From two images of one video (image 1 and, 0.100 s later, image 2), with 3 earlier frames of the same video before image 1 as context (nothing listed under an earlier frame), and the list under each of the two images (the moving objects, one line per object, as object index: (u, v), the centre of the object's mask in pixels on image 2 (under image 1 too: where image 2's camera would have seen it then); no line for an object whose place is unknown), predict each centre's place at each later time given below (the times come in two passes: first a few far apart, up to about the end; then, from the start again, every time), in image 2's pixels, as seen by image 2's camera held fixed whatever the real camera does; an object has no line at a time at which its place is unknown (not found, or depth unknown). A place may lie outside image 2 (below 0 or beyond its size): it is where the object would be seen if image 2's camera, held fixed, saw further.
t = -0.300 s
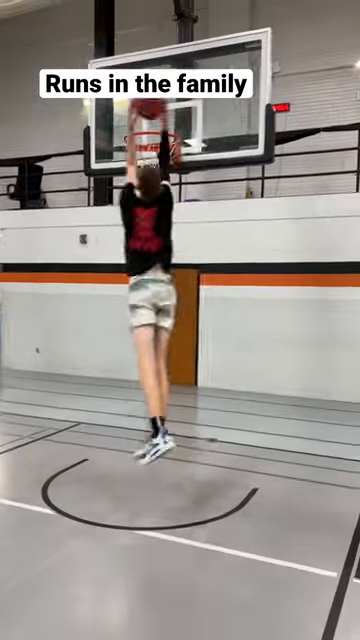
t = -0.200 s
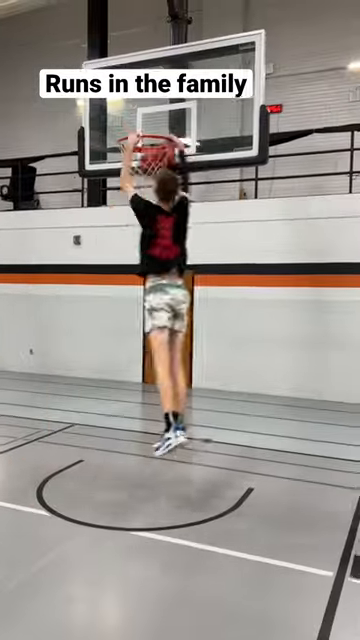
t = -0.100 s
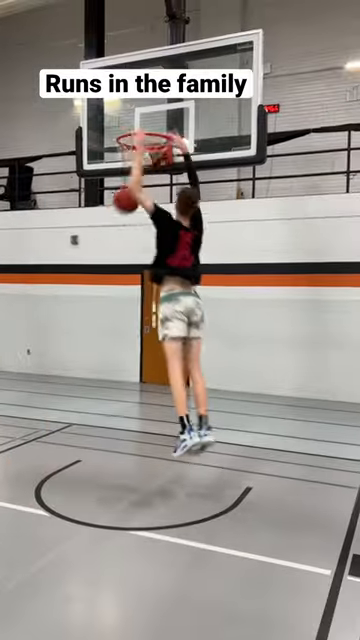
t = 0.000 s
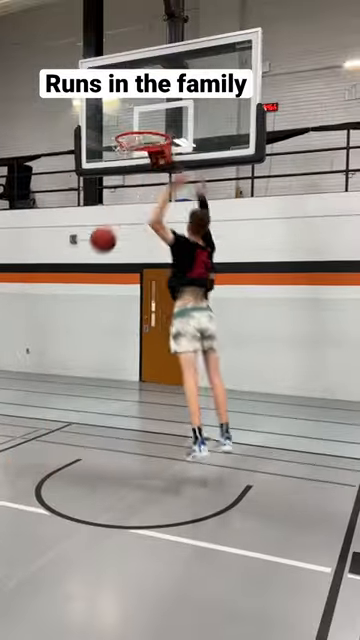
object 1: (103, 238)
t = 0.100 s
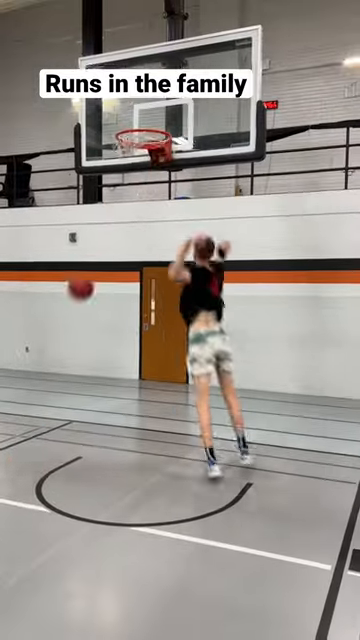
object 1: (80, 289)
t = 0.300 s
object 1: (37, 410)
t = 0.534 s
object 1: (7, 370)
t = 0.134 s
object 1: (73, 305)
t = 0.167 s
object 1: (66, 324)
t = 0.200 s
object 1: (59, 344)
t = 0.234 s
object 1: (52, 365)
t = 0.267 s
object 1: (45, 388)
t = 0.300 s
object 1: (37, 410)
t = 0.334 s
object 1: (31, 434)
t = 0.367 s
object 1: (24, 454)
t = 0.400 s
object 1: (20, 437)
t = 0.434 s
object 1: (15, 420)
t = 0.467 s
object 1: (12, 402)
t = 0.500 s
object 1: (9, 386)
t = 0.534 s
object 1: (7, 370)
